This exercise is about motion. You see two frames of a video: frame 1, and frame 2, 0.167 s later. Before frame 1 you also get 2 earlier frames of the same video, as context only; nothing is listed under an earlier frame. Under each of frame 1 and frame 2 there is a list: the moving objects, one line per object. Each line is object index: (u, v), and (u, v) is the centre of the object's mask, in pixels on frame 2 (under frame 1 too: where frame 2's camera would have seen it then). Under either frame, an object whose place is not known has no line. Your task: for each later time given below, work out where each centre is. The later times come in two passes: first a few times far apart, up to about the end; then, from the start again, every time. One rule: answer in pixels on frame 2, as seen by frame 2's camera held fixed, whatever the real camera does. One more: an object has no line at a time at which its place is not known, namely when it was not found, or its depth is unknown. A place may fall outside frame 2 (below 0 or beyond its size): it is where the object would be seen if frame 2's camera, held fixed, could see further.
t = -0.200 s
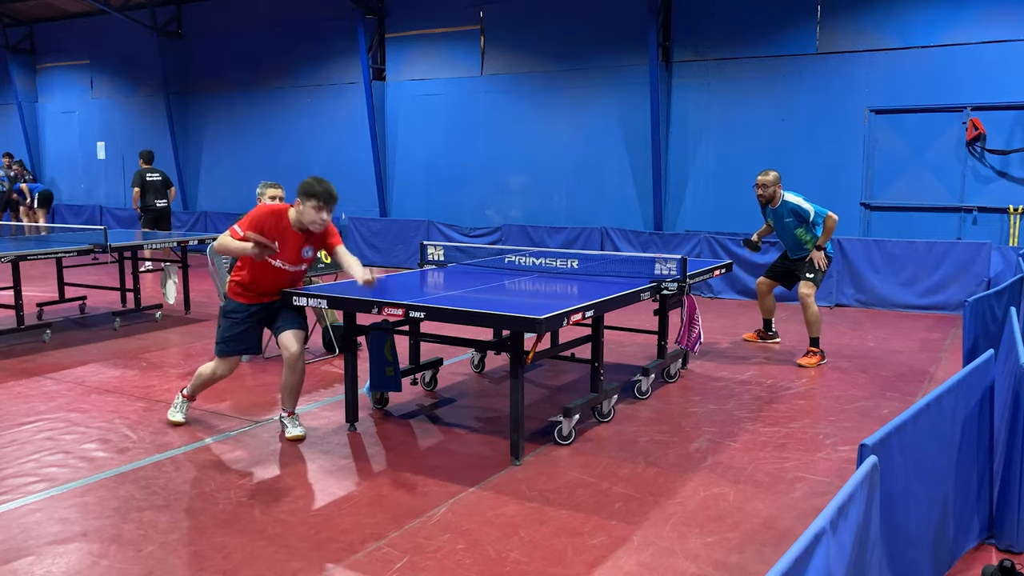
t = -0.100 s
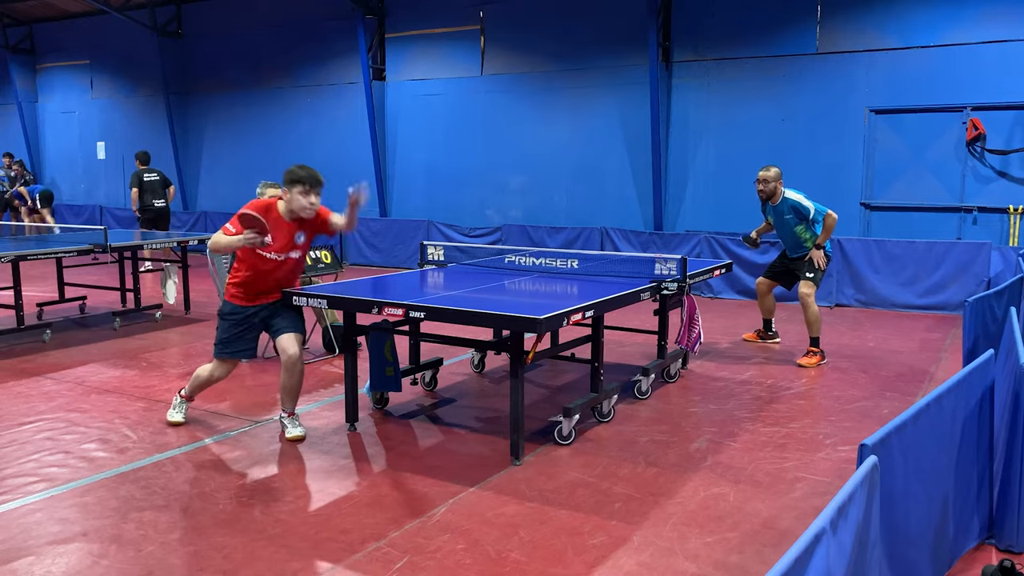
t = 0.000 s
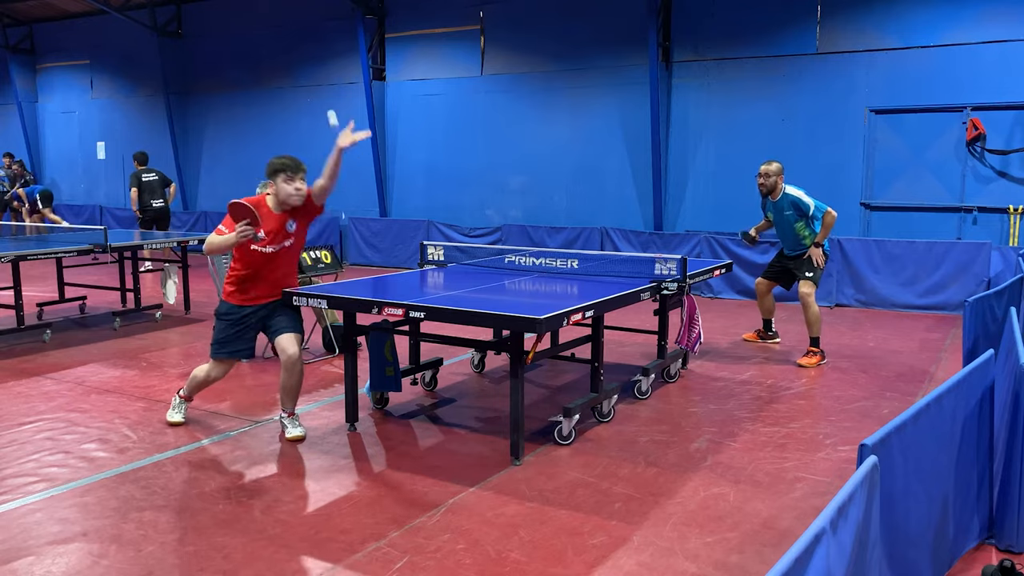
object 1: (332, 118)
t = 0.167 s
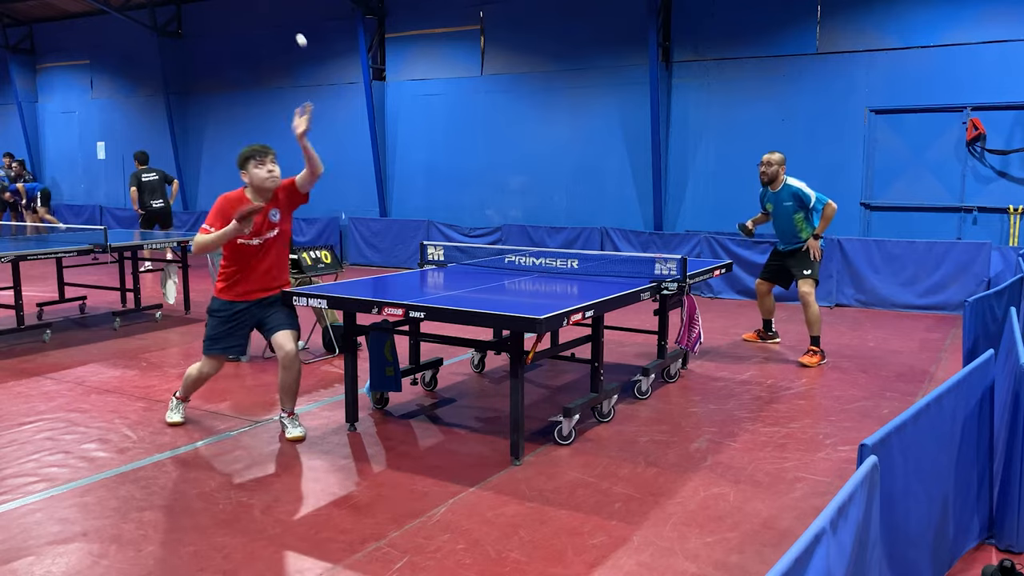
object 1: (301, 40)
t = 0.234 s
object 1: (289, 26)
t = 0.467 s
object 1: (252, 54)
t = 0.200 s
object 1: (295, 31)
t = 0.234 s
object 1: (289, 26)
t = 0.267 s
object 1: (284, 23)
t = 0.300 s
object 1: (278, 22)
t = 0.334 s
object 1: (273, 24)
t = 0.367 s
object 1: (267, 28)
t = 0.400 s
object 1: (262, 34)
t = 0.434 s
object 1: (257, 43)
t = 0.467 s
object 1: (252, 54)
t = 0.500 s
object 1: (248, 68)
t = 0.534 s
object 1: (244, 83)
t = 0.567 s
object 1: (240, 100)
